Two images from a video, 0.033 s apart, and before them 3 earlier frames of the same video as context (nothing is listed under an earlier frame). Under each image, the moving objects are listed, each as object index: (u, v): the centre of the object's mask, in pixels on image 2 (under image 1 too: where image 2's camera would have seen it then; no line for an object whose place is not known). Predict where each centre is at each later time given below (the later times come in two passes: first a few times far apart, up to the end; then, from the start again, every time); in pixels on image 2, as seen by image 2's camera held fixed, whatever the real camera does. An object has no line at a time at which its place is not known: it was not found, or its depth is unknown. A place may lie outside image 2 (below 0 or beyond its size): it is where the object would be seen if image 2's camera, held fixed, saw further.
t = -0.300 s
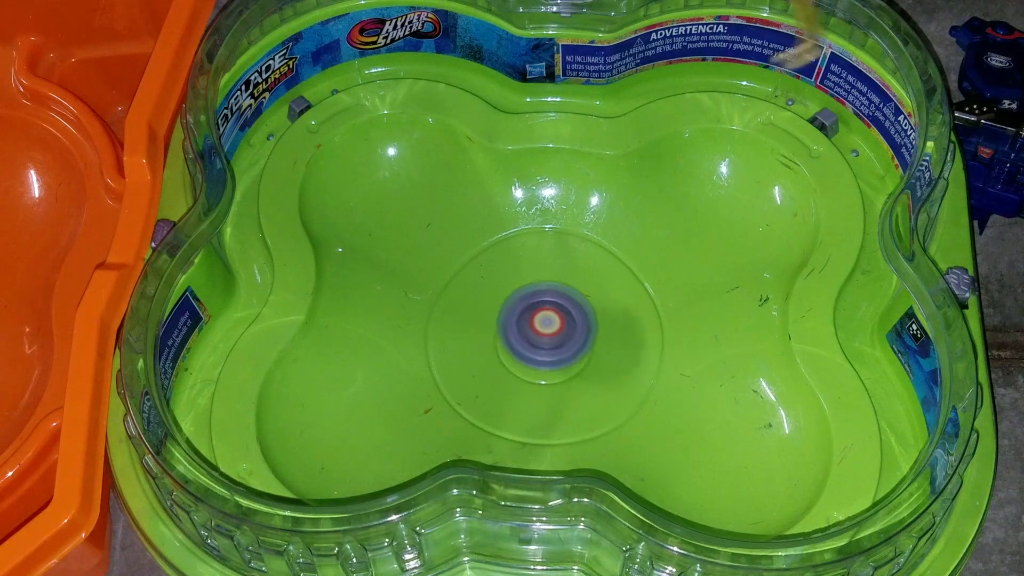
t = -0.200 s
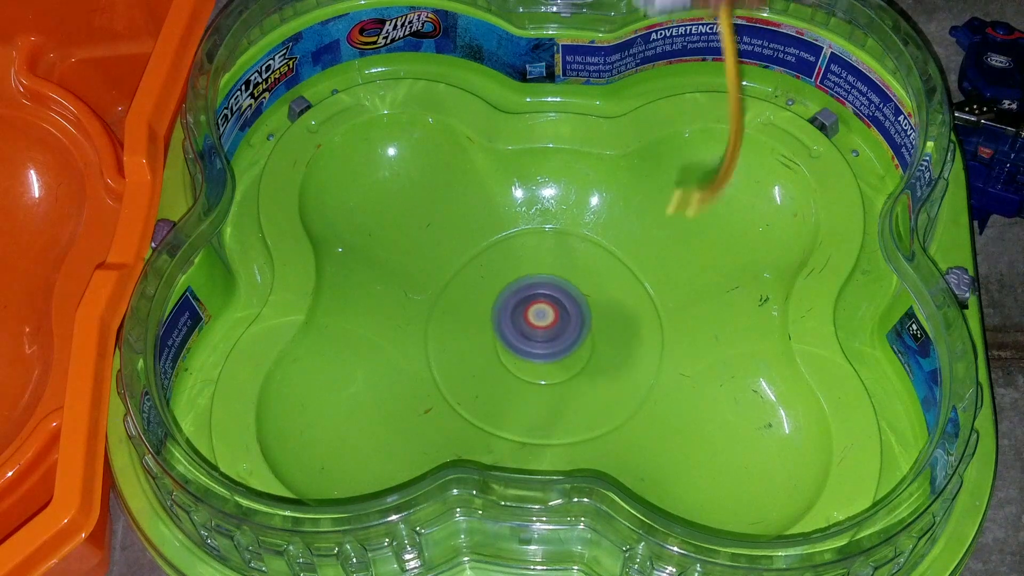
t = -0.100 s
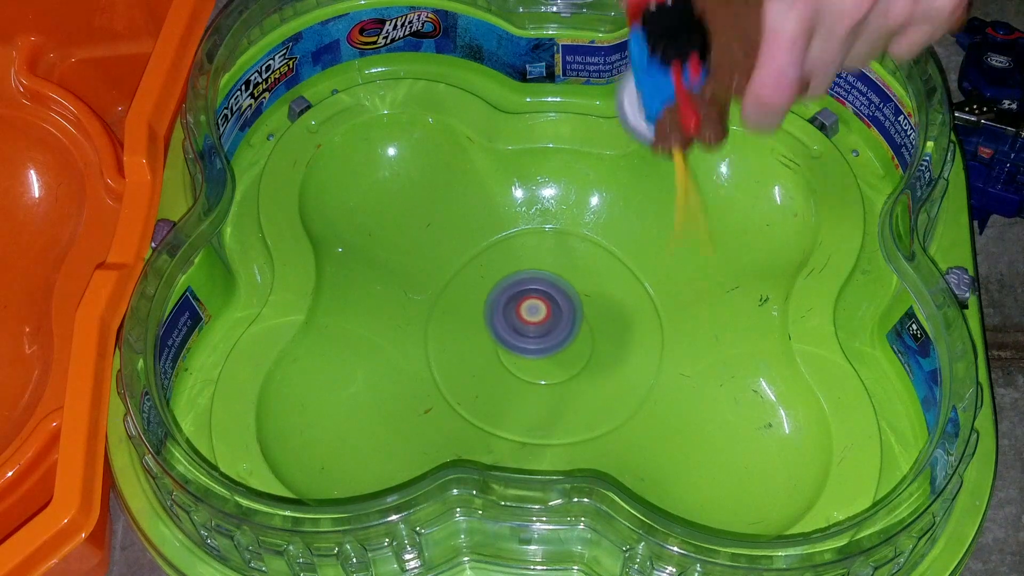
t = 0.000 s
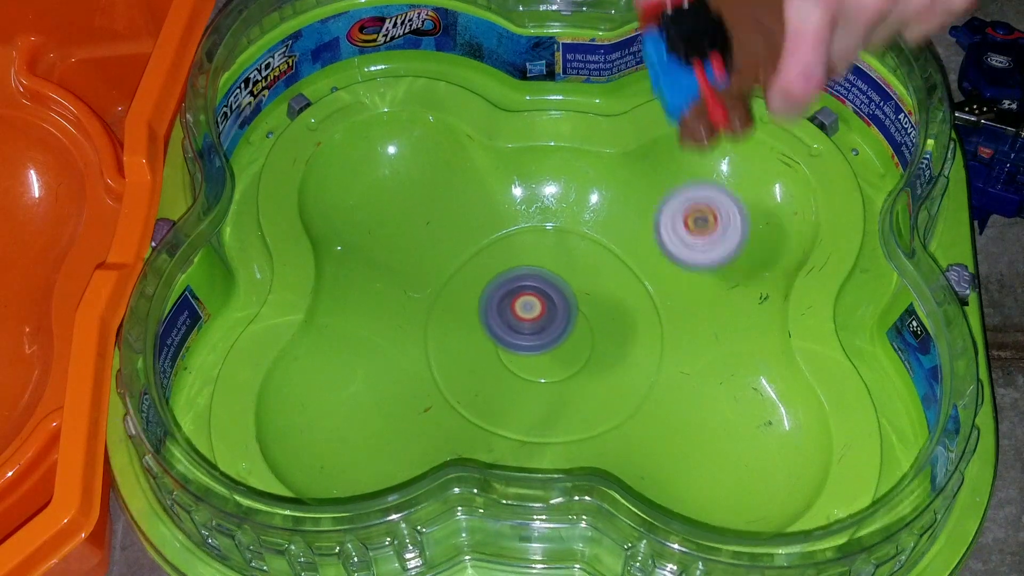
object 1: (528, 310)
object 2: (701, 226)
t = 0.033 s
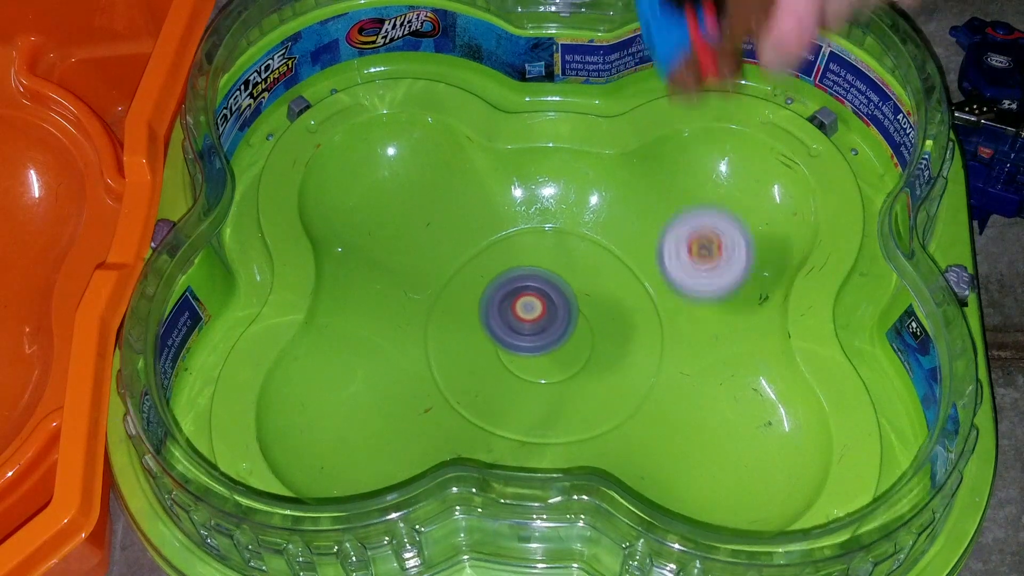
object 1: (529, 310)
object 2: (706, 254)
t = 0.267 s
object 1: (537, 314)
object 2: (709, 283)
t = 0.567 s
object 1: (529, 307)
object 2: (672, 247)
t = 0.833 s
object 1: (537, 319)
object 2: (658, 339)
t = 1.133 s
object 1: (508, 301)
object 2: (662, 418)
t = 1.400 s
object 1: (525, 278)
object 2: (736, 402)
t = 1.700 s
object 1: (527, 220)
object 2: (532, 420)
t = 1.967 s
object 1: (444, 269)
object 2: (679, 386)
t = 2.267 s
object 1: (472, 237)
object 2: (561, 369)
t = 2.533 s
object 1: (464, 246)
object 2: (502, 348)
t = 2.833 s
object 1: (462, 256)
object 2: (401, 390)
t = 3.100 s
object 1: (498, 316)
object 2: (369, 410)
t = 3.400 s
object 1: (568, 359)
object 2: (362, 411)
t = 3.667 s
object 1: (583, 327)
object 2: (386, 394)
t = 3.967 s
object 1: (577, 339)
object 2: (425, 369)
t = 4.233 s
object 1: (585, 355)
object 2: (491, 327)
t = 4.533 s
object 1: (610, 361)
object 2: (536, 254)
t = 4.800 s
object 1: (608, 361)
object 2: (461, 248)
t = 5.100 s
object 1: (612, 368)
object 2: (519, 280)
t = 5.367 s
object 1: (636, 384)
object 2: (513, 282)
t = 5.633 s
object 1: (640, 385)
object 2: (569, 311)
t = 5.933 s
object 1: (649, 378)
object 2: (621, 290)
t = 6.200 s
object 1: (637, 393)
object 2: (655, 278)
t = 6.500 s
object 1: (648, 381)
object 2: (618, 290)
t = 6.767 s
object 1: (675, 422)
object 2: (535, 261)
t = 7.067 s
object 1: (692, 401)
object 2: (530, 379)
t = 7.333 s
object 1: (743, 423)
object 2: (569, 335)
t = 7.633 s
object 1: (704, 425)
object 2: (522, 309)
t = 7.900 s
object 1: (709, 440)
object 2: (514, 332)
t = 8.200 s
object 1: (708, 449)
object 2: (547, 326)
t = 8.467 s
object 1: (700, 427)
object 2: (543, 301)
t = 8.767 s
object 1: (657, 355)
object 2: (533, 316)
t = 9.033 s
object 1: (672, 414)
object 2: (438, 216)
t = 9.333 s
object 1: (689, 400)
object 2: (383, 205)
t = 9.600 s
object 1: (678, 387)
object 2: (414, 217)
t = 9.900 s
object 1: (650, 369)
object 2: (435, 234)
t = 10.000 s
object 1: (641, 369)
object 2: (448, 255)
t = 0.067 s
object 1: (526, 312)
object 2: (707, 294)
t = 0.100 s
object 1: (524, 313)
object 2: (708, 301)
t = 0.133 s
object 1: (525, 313)
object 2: (706, 310)
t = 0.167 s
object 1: (529, 311)
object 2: (705, 311)
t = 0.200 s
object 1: (533, 313)
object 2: (705, 307)
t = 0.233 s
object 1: (536, 314)
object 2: (706, 296)
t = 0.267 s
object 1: (537, 314)
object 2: (709, 283)
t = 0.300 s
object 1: (536, 312)
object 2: (714, 266)
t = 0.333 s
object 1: (537, 312)
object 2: (720, 248)
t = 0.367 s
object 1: (537, 312)
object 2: (728, 229)
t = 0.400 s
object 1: (536, 311)
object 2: (733, 214)
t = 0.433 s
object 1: (534, 310)
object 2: (732, 205)
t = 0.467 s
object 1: (532, 307)
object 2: (721, 203)
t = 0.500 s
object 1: (531, 305)
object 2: (704, 209)
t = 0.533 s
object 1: (529, 305)
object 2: (688, 224)
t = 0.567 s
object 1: (529, 307)
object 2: (672, 247)
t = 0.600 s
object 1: (527, 308)
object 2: (660, 271)
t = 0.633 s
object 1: (525, 309)
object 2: (652, 290)
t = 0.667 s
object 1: (524, 310)
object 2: (652, 306)
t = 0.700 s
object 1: (526, 312)
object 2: (654, 316)
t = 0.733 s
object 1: (527, 315)
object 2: (658, 322)
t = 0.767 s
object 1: (530, 317)
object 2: (663, 330)
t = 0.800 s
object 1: (534, 318)
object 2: (664, 336)
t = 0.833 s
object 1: (537, 319)
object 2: (658, 339)
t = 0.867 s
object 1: (540, 319)
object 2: (650, 344)
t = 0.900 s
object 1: (542, 317)
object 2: (640, 350)
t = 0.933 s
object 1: (539, 313)
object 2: (631, 358)
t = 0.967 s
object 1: (534, 308)
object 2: (625, 368)
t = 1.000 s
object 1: (530, 303)
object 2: (623, 380)
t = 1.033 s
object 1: (525, 300)
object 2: (625, 392)
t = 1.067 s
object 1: (519, 300)
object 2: (634, 402)
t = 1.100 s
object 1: (512, 300)
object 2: (646, 410)
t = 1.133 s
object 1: (508, 301)
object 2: (662, 418)
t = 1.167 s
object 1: (506, 301)
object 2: (681, 429)
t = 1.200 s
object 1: (506, 298)
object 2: (701, 443)
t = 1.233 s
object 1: (508, 293)
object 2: (721, 457)
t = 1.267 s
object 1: (510, 286)
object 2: (740, 465)
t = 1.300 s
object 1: (516, 282)
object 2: (757, 462)
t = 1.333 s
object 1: (520, 282)
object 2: (765, 448)
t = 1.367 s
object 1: (523, 279)
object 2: (759, 426)
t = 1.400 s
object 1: (525, 278)
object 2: (736, 402)
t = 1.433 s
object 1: (527, 276)
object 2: (701, 383)
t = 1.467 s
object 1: (529, 277)
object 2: (660, 371)
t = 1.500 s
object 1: (531, 275)
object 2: (622, 364)
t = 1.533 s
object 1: (534, 276)
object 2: (588, 361)
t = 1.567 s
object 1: (535, 275)
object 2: (561, 362)
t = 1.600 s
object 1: (538, 255)
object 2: (543, 379)
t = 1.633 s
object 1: (538, 237)
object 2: (530, 396)
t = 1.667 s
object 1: (534, 226)
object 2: (526, 409)
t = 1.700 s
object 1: (527, 220)
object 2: (532, 420)
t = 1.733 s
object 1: (515, 219)
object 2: (547, 421)
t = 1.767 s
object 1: (504, 218)
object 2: (569, 420)
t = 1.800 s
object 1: (492, 222)
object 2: (596, 414)
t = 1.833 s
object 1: (482, 229)
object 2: (623, 409)
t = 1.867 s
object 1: (470, 242)
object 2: (649, 403)
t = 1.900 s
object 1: (459, 250)
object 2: (669, 397)
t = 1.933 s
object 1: (451, 260)
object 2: (679, 392)
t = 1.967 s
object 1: (444, 269)
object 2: (679, 386)
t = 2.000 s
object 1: (440, 275)
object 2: (666, 381)
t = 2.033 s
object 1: (439, 277)
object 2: (645, 377)
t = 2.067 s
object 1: (439, 274)
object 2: (623, 375)
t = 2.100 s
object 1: (443, 270)
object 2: (604, 374)
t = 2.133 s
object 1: (446, 264)
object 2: (590, 372)
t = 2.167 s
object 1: (451, 255)
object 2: (579, 372)
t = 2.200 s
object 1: (459, 250)
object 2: (571, 371)
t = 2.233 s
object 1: (465, 241)
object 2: (566, 371)
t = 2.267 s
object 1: (472, 237)
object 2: (561, 369)
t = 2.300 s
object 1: (476, 235)
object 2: (557, 367)
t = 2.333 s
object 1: (477, 232)
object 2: (554, 364)
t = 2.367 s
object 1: (477, 234)
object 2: (553, 357)
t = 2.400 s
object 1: (476, 233)
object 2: (546, 353)
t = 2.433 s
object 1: (474, 237)
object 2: (537, 350)
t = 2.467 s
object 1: (471, 238)
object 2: (527, 348)
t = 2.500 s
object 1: (468, 240)
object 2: (513, 348)
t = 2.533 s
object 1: (464, 246)
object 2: (502, 348)
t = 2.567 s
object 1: (458, 248)
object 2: (493, 349)
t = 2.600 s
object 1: (454, 253)
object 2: (483, 352)
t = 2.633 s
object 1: (451, 256)
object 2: (473, 354)
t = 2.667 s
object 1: (449, 257)
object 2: (460, 357)
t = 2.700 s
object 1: (449, 257)
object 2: (446, 361)
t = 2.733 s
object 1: (451, 257)
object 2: (432, 367)
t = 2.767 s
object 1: (454, 254)
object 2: (421, 376)
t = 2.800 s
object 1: (458, 253)
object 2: (410, 383)
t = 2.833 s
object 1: (462, 256)
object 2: (401, 390)
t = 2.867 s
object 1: (464, 261)
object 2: (393, 395)
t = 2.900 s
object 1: (467, 268)
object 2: (387, 398)
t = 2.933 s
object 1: (471, 274)
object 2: (381, 401)
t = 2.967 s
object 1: (477, 282)
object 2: (377, 403)
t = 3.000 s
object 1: (482, 290)
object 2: (373, 405)
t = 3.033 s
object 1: (487, 297)
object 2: (371, 407)
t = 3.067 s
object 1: (493, 306)
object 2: (370, 409)
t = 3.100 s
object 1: (498, 316)
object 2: (369, 410)
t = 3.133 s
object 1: (505, 324)
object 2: (367, 411)
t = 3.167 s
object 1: (514, 332)
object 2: (365, 412)
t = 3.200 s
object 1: (524, 340)
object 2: (363, 412)
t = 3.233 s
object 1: (535, 346)
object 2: (363, 412)
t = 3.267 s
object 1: (544, 349)
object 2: (362, 412)
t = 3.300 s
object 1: (553, 351)
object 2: (362, 412)
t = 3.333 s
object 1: (560, 353)
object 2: (362, 411)
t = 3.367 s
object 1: (565, 356)
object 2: (362, 411)
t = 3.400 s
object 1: (568, 359)
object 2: (362, 411)
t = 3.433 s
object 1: (570, 358)
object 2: (363, 411)
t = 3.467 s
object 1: (573, 352)
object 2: (364, 411)
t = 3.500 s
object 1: (578, 350)
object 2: (366, 410)
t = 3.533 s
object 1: (581, 344)
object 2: (369, 408)
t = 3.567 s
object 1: (584, 340)
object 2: (373, 405)
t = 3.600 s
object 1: (586, 336)
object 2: (377, 402)
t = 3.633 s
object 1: (585, 330)
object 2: (382, 398)
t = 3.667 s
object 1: (583, 327)
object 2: (386, 394)
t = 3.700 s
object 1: (581, 327)
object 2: (390, 390)
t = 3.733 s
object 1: (580, 328)
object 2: (394, 388)
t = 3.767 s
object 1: (579, 330)
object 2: (397, 386)
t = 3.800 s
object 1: (578, 332)
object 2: (401, 383)
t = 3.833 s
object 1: (577, 333)
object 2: (405, 380)
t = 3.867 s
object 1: (577, 334)
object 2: (410, 377)
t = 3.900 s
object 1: (577, 335)
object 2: (414, 375)
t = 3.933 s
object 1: (577, 337)
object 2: (419, 372)
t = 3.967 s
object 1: (577, 339)
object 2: (425, 369)
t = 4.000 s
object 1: (578, 341)
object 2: (431, 366)
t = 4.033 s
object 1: (580, 347)
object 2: (439, 365)
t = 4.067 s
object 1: (579, 348)
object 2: (448, 362)
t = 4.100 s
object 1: (577, 347)
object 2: (458, 357)
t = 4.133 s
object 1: (577, 349)
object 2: (466, 352)
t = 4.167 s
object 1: (576, 351)
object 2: (475, 345)
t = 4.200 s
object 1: (580, 353)
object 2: (482, 336)
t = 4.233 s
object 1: (585, 355)
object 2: (491, 327)
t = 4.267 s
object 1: (590, 356)
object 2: (502, 321)
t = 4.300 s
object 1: (594, 356)
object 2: (512, 313)
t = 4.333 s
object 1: (596, 357)
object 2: (524, 304)
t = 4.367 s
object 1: (599, 358)
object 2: (535, 295)
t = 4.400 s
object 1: (601, 359)
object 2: (543, 284)
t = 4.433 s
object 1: (604, 360)
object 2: (546, 275)
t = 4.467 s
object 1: (606, 360)
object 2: (546, 266)
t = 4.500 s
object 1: (608, 361)
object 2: (543, 259)
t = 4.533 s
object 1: (610, 361)
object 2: (536, 254)
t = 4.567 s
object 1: (610, 360)
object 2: (528, 250)
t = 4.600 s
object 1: (609, 359)
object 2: (518, 248)
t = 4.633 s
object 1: (608, 359)
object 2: (507, 246)
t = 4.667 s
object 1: (606, 359)
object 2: (496, 245)
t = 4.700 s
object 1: (605, 360)
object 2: (486, 245)
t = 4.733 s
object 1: (606, 360)
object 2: (477, 244)
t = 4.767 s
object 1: (607, 361)
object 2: (470, 243)
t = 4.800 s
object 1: (608, 361)
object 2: (461, 248)
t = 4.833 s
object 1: (609, 360)
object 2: (456, 256)
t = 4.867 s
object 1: (608, 359)
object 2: (455, 265)
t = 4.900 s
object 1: (607, 358)
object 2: (460, 271)
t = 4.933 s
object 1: (606, 357)
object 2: (472, 277)
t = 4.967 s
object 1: (604, 355)
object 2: (486, 283)
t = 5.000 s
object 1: (602, 352)
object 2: (500, 289)
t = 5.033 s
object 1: (598, 350)
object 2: (514, 295)
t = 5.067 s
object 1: (599, 352)
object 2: (524, 293)
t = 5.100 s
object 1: (612, 368)
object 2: (519, 280)
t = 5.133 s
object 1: (619, 375)
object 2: (516, 273)
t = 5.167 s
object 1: (623, 378)
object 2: (515, 269)
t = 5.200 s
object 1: (626, 380)
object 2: (513, 268)
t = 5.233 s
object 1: (629, 379)
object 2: (511, 269)
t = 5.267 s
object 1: (631, 378)
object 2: (509, 272)
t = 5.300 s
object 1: (633, 379)
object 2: (509, 275)
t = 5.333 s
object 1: (635, 381)
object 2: (511, 278)
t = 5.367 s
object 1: (636, 384)
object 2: (513, 282)
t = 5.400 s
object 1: (636, 388)
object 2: (516, 289)
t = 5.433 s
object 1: (635, 393)
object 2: (521, 295)
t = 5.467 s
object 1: (633, 391)
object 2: (529, 298)
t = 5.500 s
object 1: (633, 393)
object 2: (537, 301)
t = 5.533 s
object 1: (634, 391)
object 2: (545, 305)
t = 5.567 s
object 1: (636, 390)
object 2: (553, 309)
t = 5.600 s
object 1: (638, 388)
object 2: (562, 311)
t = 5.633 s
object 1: (640, 385)
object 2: (569, 311)
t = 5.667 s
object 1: (643, 383)
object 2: (577, 310)
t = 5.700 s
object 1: (645, 381)
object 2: (584, 308)
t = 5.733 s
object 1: (647, 379)
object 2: (591, 306)
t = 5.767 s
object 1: (647, 378)
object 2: (596, 302)
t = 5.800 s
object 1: (648, 377)
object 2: (601, 298)
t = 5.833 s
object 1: (649, 377)
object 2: (606, 295)
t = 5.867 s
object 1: (649, 377)
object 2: (611, 293)
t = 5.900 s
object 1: (649, 377)
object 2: (617, 292)
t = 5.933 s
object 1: (649, 378)
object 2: (621, 290)
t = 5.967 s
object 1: (647, 380)
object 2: (626, 288)
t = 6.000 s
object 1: (645, 382)
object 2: (631, 285)
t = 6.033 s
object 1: (644, 386)
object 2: (635, 283)
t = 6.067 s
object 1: (640, 387)
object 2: (639, 282)
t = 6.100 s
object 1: (641, 390)
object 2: (643, 280)
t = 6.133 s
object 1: (638, 391)
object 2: (647, 279)
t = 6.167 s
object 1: (637, 392)
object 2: (653, 280)
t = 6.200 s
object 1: (637, 393)
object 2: (655, 278)
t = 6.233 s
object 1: (637, 392)
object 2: (653, 273)
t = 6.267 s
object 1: (637, 393)
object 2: (649, 270)
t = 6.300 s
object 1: (639, 392)
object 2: (641, 267)
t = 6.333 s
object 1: (640, 390)
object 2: (636, 269)
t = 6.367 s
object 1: (643, 389)
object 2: (632, 273)
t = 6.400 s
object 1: (645, 388)
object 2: (628, 278)
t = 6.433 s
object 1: (646, 385)
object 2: (624, 283)
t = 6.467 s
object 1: (649, 384)
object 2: (620, 287)
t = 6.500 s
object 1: (648, 381)
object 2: (618, 290)
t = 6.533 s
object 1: (647, 377)
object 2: (616, 293)
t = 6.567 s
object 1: (646, 372)
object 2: (613, 294)
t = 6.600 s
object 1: (647, 396)
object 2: (607, 273)
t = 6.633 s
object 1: (650, 412)
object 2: (599, 256)
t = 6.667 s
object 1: (655, 422)
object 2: (589, 248)
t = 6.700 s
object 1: (662, 423)
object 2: (574, 247)
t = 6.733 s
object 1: (669, 424)
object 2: (555, 253)
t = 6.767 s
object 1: (675, 422)
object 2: (535, 261)
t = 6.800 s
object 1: (680, 421)
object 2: (518, 271)
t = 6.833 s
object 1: (683, 419)
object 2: (503, 282)
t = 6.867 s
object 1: (685, 418)
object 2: (494, 295)
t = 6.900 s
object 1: (688, 415)
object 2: (490, 308)
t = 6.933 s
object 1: (690, 414)
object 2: (491, 325)
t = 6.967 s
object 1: (691, 411)
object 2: (495, 343)
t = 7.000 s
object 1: (692, 408)
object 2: (502, 359)
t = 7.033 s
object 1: (692, 404)
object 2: (514, 371)
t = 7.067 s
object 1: (692, 401)
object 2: (530, 379)
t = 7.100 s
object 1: (689, 396)
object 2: (549, 385)
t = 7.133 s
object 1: (688, 393)
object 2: (571, 388)
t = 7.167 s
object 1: (689, 390)
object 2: (588, 387)
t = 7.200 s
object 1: (722, 399)
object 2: (579, 372)
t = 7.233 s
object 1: (742, 408)
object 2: (575, 359)
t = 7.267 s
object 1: (751, 415)
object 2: (572, 350)
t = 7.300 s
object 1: (751, 420)
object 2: (570, 342)
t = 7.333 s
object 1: (743, 423)
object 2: (569, 335)
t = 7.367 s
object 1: (736, 424)
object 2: (566, 329)
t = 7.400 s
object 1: (727, 425)
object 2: (562, 323)
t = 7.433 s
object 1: (717, 423)
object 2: (557, 317)
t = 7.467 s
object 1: (710, 422)
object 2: (551, 313)
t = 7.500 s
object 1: (703, 421)
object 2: (545, 310)
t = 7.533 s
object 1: (701, 421)
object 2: (539, 307)
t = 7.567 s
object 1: (701, 422)
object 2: (533, 307)
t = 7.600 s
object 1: (702, 424)
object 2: (528, 307)
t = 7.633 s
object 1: (704, 425)
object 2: (522, 309)
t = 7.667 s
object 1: (705, 427)
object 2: (518, 311)
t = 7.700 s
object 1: (707, 429)
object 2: (514, 313)
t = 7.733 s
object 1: (708, 431)
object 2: (512, 317)
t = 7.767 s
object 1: (708, 433)
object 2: (511, 319)
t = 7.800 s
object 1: (709, 435)
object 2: (511, 323)
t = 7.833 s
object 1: (709, 437)
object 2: (511, 326)
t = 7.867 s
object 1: (709, 438)
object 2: (512, 329)
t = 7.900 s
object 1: (709, 440)
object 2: (514, 332)
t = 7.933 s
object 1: (709, 442)
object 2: (516, 335)
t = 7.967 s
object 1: (709, 443)
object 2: (520, 336)
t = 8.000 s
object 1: (709, 445)
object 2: (524, 337)
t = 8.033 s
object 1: (708, 446)
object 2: (529, 337)
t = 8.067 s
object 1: (708, 447)
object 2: (534, 336)
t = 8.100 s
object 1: (709, 448)
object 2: (538, 335)
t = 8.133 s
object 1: (708, 448)
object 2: (541, 332)
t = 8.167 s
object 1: (708, 448)
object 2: (544, 329)
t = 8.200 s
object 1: (708, 449)
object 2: (547, 326)
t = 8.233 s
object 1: (708, 449)
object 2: (549, 322)
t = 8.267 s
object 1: (708, 448)
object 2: (550, 318)
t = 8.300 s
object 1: (707, 446)
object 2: (550, 315)
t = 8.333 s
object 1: (706, 444)
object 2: (550, 311)
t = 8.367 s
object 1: (705, 440)
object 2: (549, 308)
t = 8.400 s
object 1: (704, 437)
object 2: (547, 305)
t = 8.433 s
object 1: (702, 433)
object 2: (545, 303)
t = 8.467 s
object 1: (700, 427)
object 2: (543, 301)
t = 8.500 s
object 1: (699, 422)
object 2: (540, 301)
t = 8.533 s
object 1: (695, 414)
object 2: (537, 301)
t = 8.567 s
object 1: (692, 406)
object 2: (534, 301)
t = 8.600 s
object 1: (688, 398)
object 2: (532, 303)
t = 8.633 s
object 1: (683, 390)
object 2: (530, 305)
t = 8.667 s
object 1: (678, 382)
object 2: (530, 307)
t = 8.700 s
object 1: (673, 374)
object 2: (530, 310)
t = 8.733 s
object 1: (667, 365)
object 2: (532, 313)
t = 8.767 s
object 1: (657, 355)
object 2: (533, 316)
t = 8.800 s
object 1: (650, 347)
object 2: (536, 318)
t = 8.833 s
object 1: (639, 339)
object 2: (539, 319)
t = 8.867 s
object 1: (636, 339)
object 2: (534, 310)
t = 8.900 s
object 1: (655, 367)
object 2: (510, 275)
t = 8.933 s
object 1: (665, 390)
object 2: (489, 250)
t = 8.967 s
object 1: (670, 406)
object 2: (471, 233)
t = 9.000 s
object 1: (671, 413)
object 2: (453, 224)
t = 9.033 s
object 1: (672, 414)
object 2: (438, 216)
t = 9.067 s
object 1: (675, 412)
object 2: (425, 209)
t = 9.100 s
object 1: (678, 410)
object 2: (413, 202)
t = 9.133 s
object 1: (681, 409)
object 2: (403, 197)
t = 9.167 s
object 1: (684, 407)
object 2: (395, 193)
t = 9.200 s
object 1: (686, 406)
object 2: (389, 192)
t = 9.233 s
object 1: (688, 404)
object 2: (384, 193)
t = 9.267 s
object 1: (689, 403)
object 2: (381, 196)
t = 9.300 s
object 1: (689, 402)
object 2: (381, 200)
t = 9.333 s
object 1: (689, 400)
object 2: (383, 205)
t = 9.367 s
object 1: (688, 399)
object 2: (387, 208)
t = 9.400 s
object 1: (688, 396)
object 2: (392, 212)
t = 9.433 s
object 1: (687, 394)
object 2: (396, 213)
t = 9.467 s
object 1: (685, 392)
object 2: (401, 215)
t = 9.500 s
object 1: (684, 391)
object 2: (405, 217)
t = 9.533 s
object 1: (682, 389)
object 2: (408, 217)
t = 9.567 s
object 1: (680, 388)
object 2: (411, 217)
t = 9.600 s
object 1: (678, 387)
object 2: (414, 217)
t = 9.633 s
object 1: (675, 385)
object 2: (416, 217)
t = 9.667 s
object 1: (672, 384)
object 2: (419, 218)
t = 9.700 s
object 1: (669, 383)
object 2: (421, 218)
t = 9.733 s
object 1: (665, 381)
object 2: (423, 219)
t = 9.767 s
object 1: (662, 379)
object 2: (425, 221)
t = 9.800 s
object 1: (659, 377)
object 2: (427, 223)
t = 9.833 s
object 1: (656, 375)
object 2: (429, 225)
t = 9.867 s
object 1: (653, 373)
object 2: (432, 229)
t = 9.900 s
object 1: (650, 369)
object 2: (435, 234)
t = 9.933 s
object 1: (649, 369)
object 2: (438, 240)
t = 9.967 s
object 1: (645, 370)
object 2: (442, 247)
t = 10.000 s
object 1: (641, 369)
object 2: (448, 255)
